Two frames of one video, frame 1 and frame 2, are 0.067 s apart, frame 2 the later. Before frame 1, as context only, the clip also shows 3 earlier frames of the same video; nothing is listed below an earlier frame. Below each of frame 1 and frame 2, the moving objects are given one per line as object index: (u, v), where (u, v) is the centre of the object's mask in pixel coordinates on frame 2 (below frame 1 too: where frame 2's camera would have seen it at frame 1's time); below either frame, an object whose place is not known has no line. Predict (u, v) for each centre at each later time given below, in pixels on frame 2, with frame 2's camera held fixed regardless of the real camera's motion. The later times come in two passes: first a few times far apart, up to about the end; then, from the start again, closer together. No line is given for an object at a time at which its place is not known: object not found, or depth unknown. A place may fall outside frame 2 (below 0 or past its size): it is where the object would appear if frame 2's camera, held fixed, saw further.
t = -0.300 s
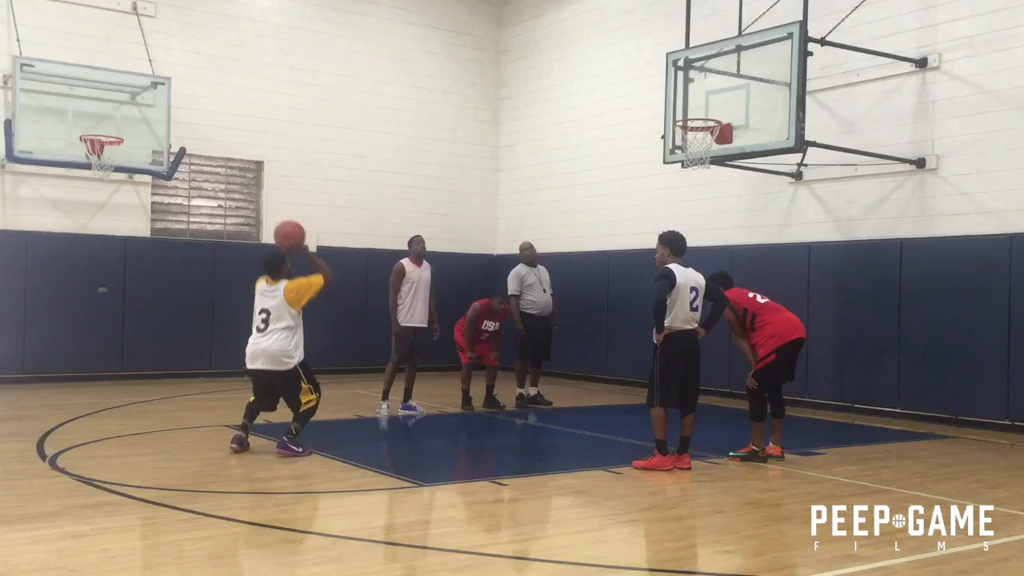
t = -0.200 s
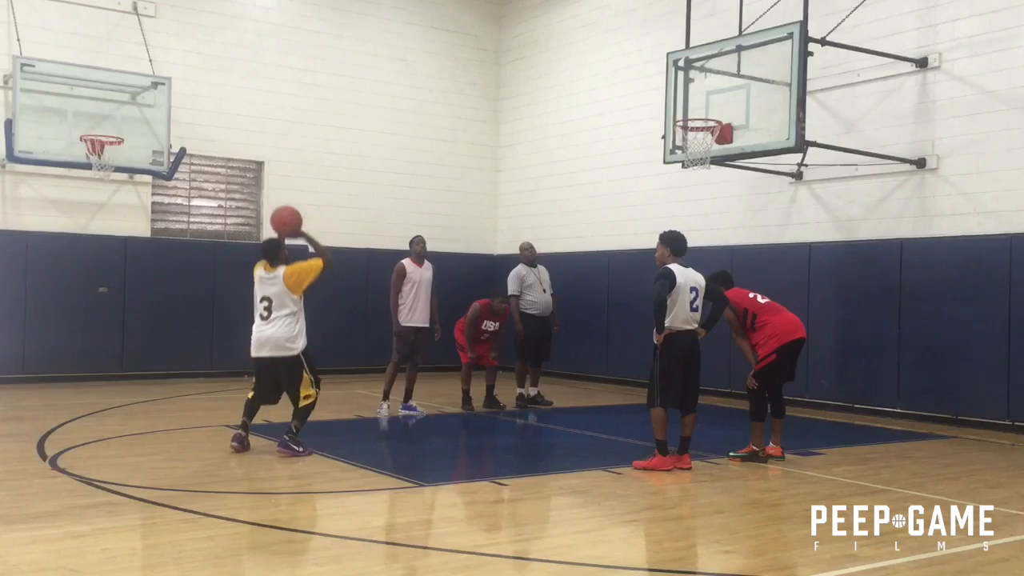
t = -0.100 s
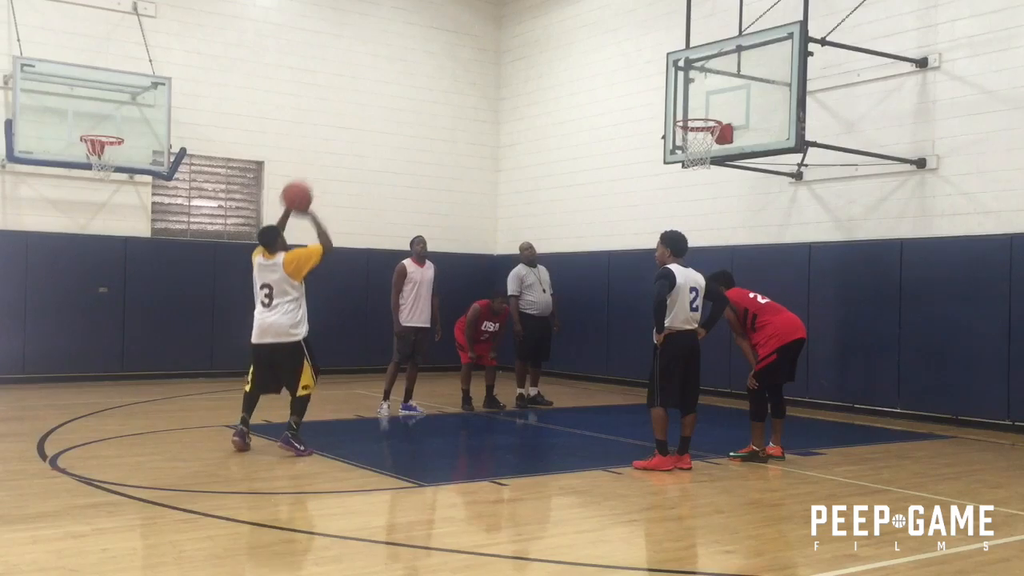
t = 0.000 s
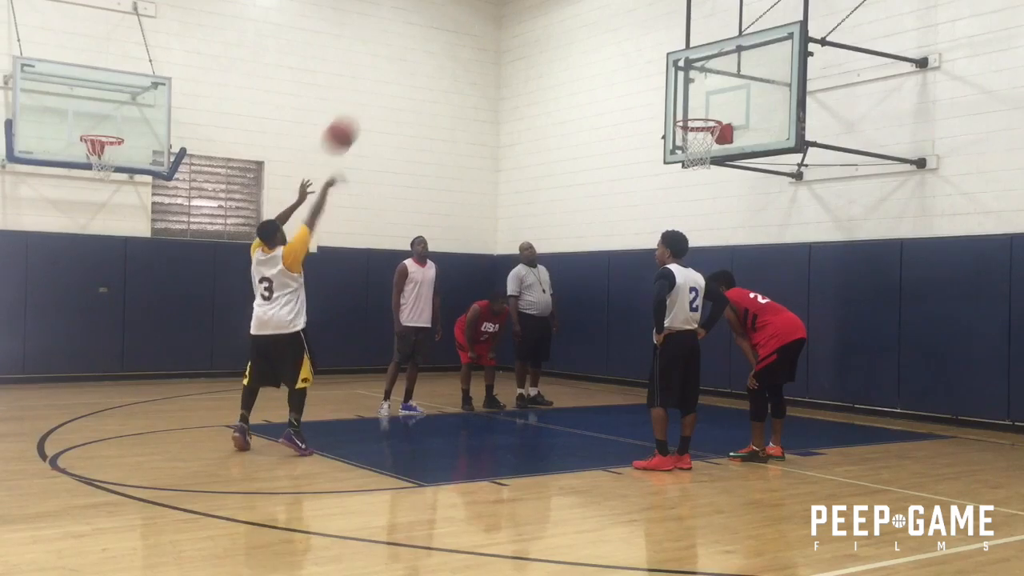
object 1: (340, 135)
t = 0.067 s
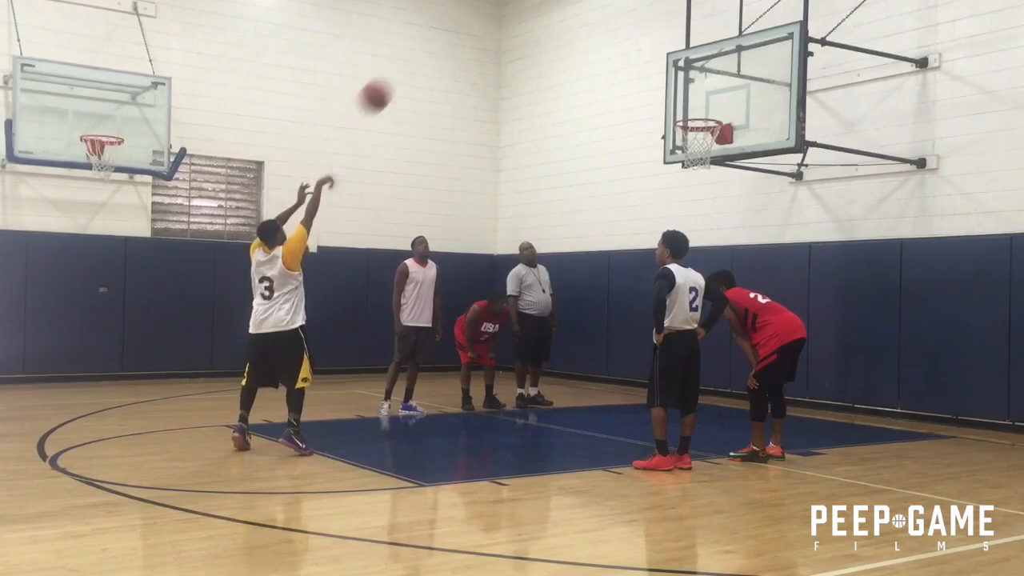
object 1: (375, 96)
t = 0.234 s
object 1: (455, 30)
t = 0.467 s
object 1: (550, 6)
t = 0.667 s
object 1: (619, 23)
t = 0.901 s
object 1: (689, 92)
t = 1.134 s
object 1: (709, 137)
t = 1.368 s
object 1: (696, 199)
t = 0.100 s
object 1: (392, 80)
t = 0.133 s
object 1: (408, 64)
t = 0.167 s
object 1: (424, 52)
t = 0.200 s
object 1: (440, 40)
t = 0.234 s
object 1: (455, 30)
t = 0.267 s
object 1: (470, 22)
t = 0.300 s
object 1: (484, 15)
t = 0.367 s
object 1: (511, 9)
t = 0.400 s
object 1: (524, 8)
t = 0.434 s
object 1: (537, 7)
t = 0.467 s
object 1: (550, 6)
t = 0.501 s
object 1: (562, 7)
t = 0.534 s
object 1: (574, 8)
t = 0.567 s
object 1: (586, 9)
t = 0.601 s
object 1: (597, 11)
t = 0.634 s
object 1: (609, 16)
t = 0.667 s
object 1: (619, 23)
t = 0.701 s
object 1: (630, 30)
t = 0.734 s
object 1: (640, 38)
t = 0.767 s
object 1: (651, 47)
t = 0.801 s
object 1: (660, 57)
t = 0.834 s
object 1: (670, 68)
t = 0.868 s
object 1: (680, 80)
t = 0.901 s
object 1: (689, 92)
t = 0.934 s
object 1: (699, 106)
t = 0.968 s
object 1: (707, 120)
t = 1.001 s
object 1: (701, 123)
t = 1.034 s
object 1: (689, 124)
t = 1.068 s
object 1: (696, 127)
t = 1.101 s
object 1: (706, 132)
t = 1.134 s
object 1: (709, 137)
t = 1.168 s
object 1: (706, 147)
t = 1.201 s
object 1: (705, 151)
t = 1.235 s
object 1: (704, 159)
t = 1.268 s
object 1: (701, 169)
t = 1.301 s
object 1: (699, 177)
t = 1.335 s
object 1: (698, 187)
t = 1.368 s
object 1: (696, 199)
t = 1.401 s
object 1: (694, 211)
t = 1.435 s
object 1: (692, 225)
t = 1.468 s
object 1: (693, 238)
